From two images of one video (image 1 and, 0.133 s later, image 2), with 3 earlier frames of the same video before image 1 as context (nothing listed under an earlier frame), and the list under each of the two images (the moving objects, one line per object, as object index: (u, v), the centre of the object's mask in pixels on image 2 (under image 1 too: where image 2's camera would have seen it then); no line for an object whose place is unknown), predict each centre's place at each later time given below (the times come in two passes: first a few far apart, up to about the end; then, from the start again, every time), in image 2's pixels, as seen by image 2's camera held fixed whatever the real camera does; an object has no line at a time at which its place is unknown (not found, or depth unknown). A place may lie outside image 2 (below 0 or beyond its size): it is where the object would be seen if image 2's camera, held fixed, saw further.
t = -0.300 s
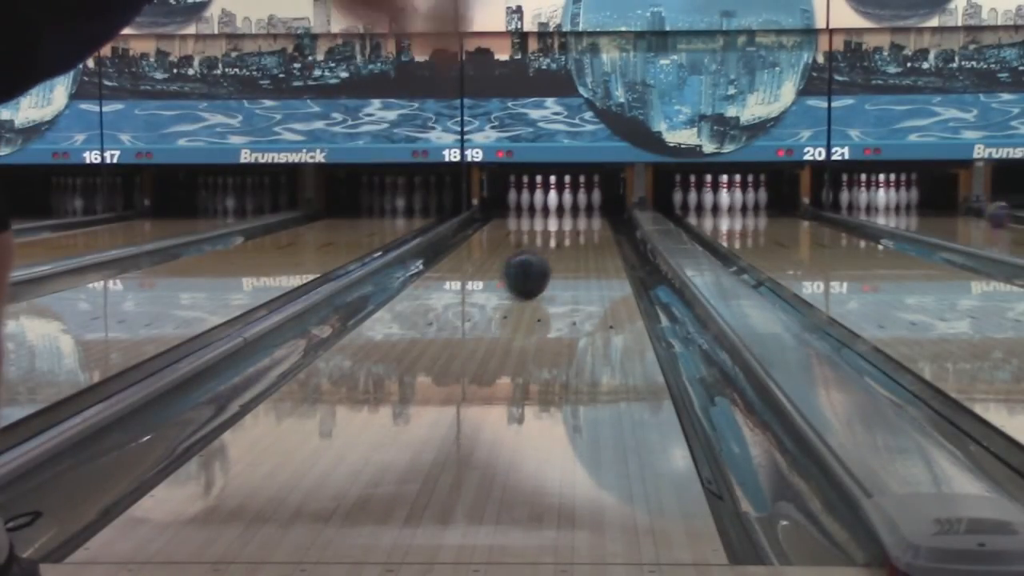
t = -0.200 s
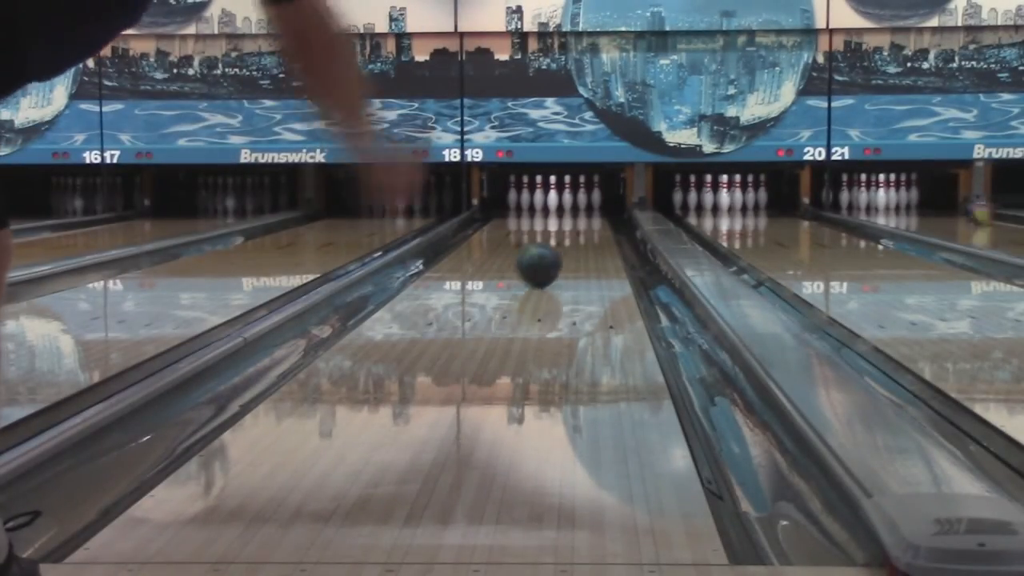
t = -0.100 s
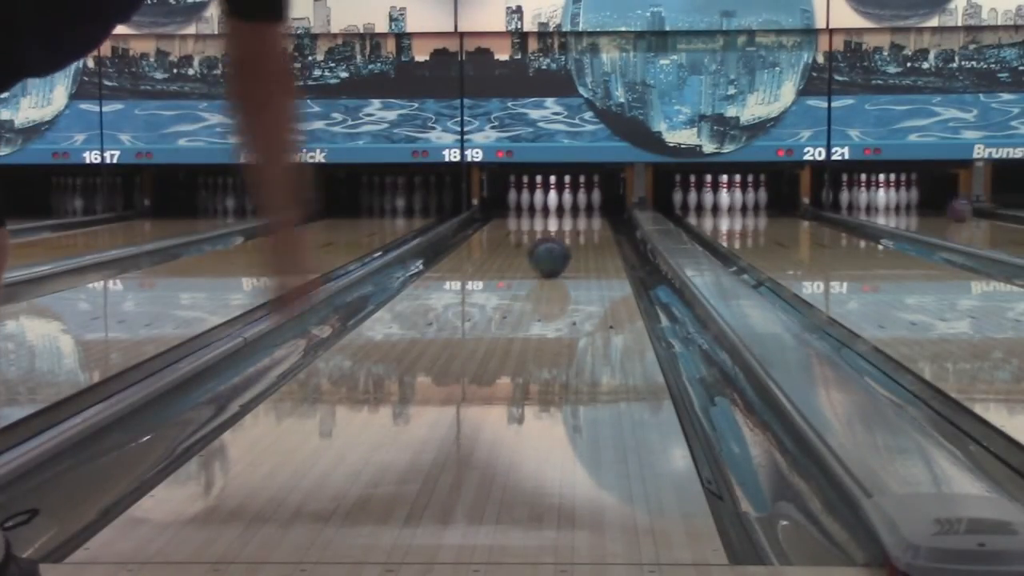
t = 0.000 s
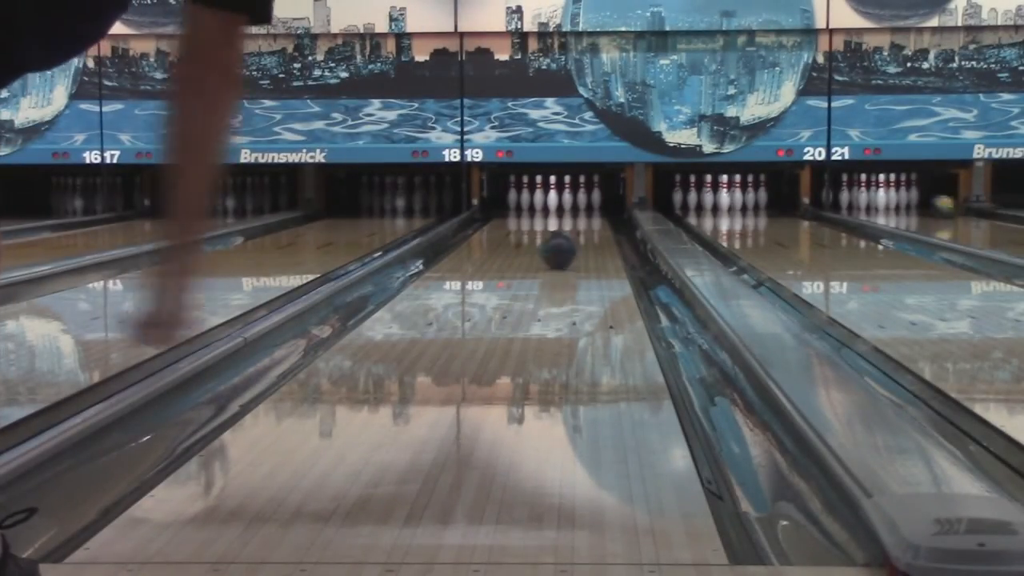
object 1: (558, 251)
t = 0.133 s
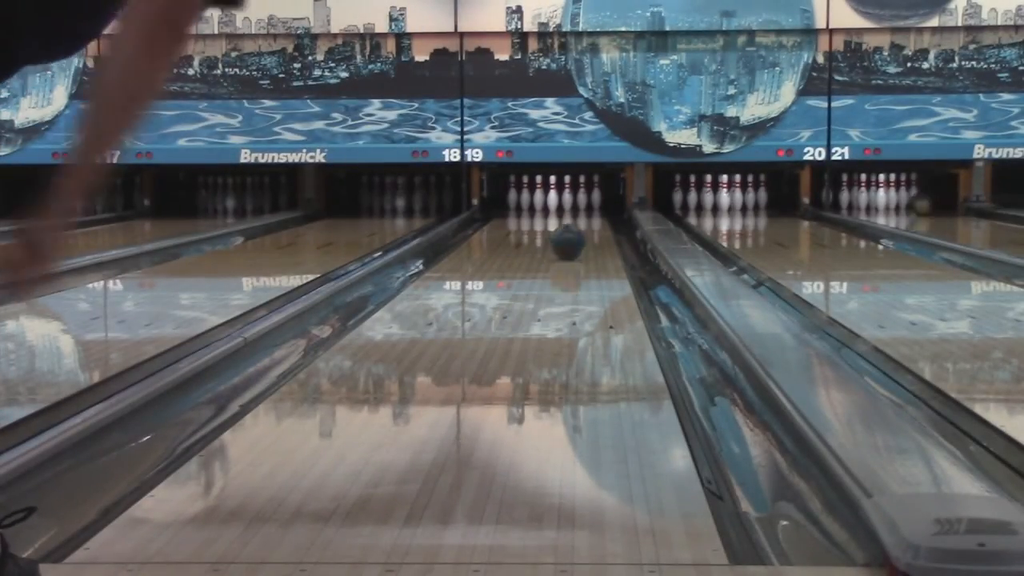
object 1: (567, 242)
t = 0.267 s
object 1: (574, 235)
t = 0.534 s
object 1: (586, 224)
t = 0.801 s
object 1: (589, 216)
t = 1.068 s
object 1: (583, 210)
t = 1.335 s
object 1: (568, 205)
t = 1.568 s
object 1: (558, 203)
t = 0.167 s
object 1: (570, 241)
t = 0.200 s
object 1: (572, 238)
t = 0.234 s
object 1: (573, 237)
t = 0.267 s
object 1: (574, 235)
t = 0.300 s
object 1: (577, 233)
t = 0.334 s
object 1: (579, 232)
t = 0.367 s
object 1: (579, 231)
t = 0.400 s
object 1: (582, 229)
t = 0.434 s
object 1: (583, 228)
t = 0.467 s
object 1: (583, 227)
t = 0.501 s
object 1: (586, 225)
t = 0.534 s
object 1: (586, 224)
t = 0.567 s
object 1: (587, 223)
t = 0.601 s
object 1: (587, 221)
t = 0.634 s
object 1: (588, 220)
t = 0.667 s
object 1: (589, 220)
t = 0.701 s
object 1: (588, 218)
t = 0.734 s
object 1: (588, 217)
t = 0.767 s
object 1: (589, 216)
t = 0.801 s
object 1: (589, 216)
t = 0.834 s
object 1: (588, 215)
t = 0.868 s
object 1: (588, 214)
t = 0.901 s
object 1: (587, 213)
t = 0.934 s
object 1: (587, 212)
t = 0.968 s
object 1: (586, 212)
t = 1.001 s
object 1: (585, 211)
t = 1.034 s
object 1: (584, 210)
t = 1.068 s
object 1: (583, 210)
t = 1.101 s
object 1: (581, 209)
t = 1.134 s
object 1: (580, 208)
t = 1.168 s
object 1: (578, 207)
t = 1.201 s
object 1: (575, 207)
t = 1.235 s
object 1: (572, 206)
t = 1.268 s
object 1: (572, 206)
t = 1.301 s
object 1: (570, 205)
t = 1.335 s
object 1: (568, 205)
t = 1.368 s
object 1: (567, 206)
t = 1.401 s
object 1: (566, 205)
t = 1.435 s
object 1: (562, 204)
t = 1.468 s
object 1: (559, 203)
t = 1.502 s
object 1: (558, 203)
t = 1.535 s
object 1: (559, 203)
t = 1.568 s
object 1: (558, 203)
